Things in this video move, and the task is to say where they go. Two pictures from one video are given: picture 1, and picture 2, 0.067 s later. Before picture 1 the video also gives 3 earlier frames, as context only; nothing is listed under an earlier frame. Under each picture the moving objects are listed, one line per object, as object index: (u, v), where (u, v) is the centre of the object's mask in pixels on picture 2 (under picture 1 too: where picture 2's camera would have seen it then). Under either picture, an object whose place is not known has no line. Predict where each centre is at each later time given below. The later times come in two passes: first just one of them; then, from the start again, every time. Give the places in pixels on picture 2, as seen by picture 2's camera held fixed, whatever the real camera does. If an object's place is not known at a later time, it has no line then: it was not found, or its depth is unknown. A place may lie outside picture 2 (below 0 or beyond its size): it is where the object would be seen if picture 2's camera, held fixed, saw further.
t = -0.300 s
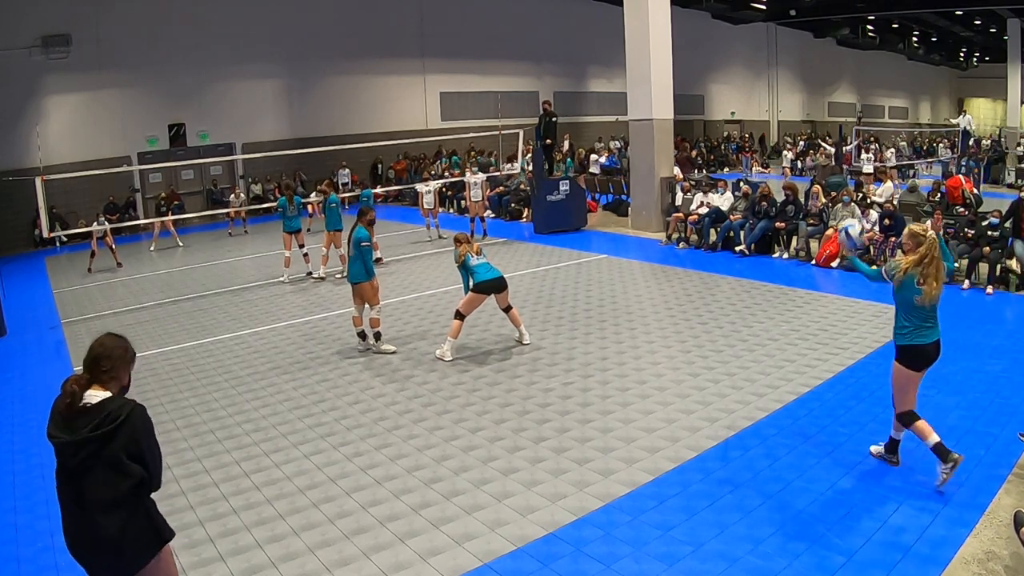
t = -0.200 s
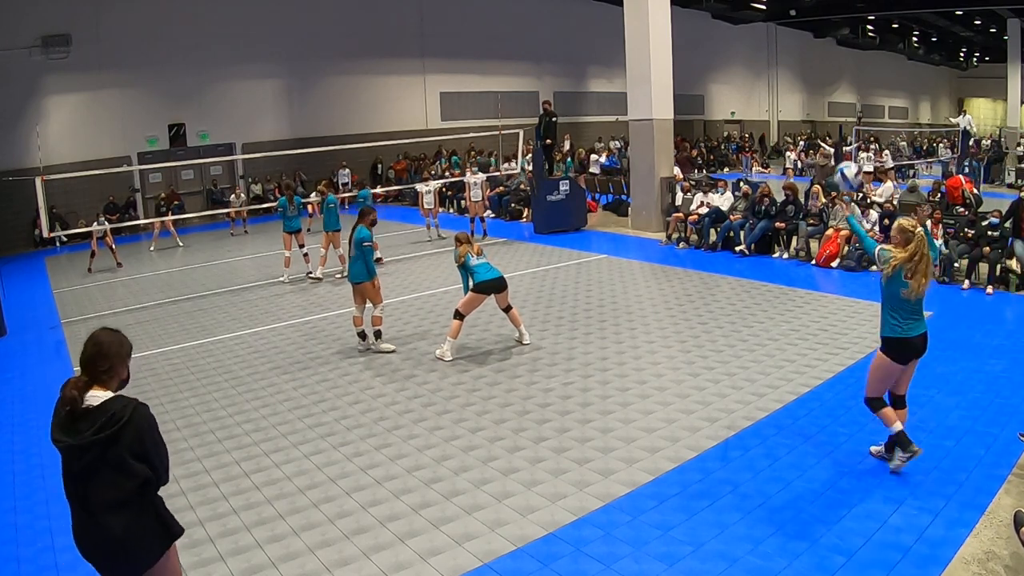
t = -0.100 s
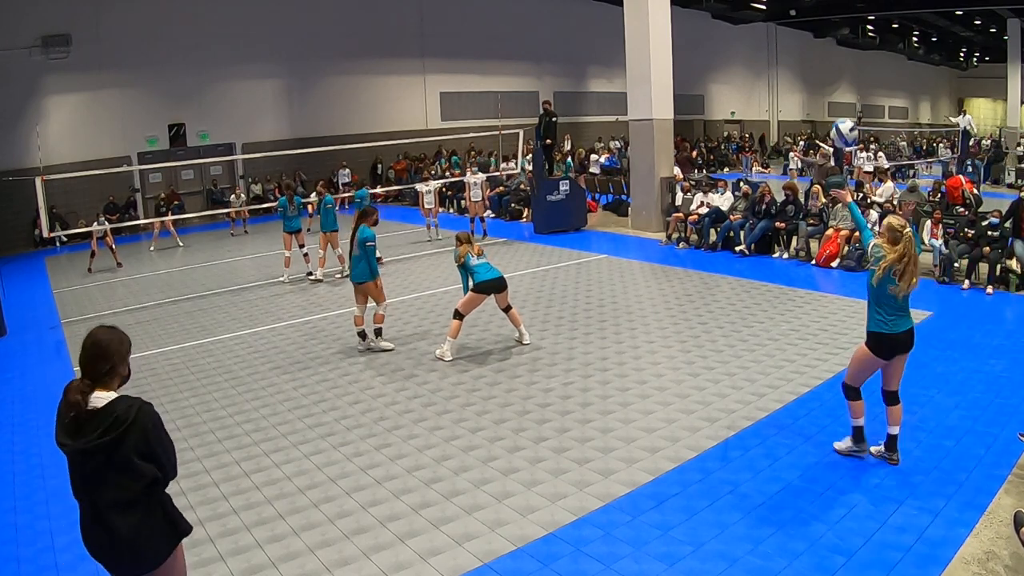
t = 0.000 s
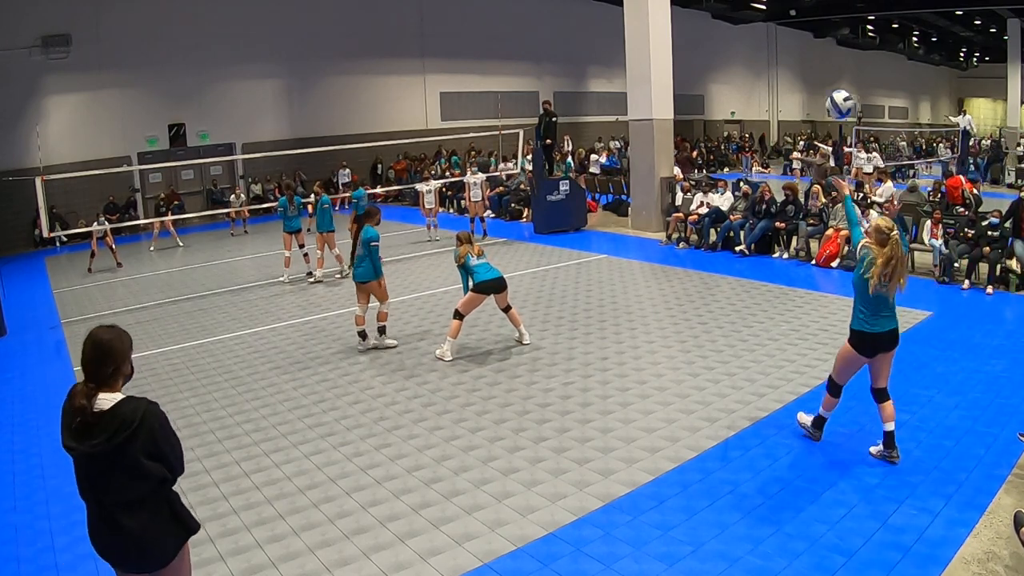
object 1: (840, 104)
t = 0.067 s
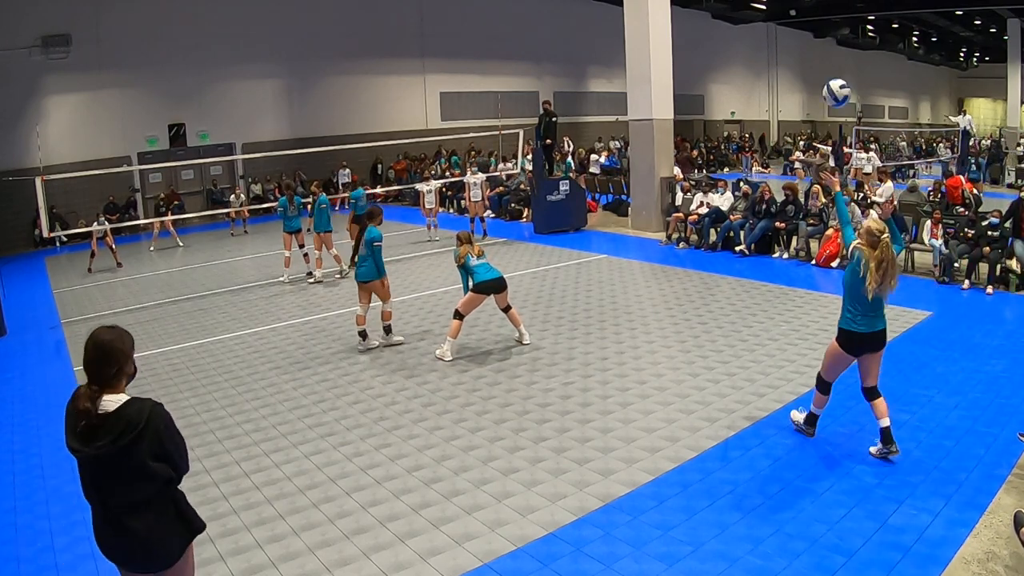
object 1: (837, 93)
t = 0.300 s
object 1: (827, 99)
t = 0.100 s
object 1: (835, 89)
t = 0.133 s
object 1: (834, 87)
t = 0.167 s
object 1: (832, 87)
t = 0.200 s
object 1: (831, 88)
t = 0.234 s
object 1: (829, 90)
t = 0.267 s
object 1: (828, 94)
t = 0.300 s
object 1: (827, 99)
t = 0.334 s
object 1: (826, 105)
